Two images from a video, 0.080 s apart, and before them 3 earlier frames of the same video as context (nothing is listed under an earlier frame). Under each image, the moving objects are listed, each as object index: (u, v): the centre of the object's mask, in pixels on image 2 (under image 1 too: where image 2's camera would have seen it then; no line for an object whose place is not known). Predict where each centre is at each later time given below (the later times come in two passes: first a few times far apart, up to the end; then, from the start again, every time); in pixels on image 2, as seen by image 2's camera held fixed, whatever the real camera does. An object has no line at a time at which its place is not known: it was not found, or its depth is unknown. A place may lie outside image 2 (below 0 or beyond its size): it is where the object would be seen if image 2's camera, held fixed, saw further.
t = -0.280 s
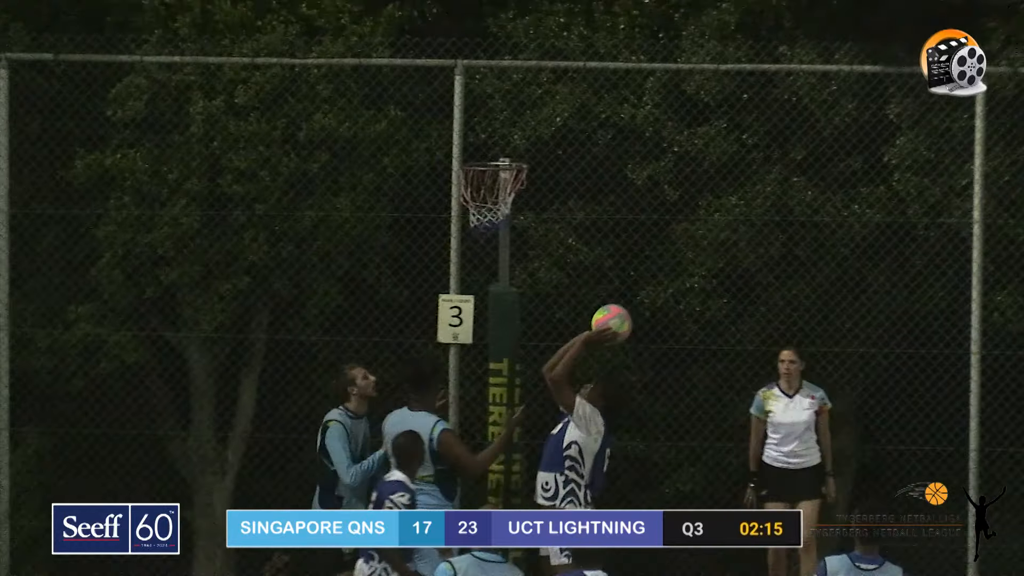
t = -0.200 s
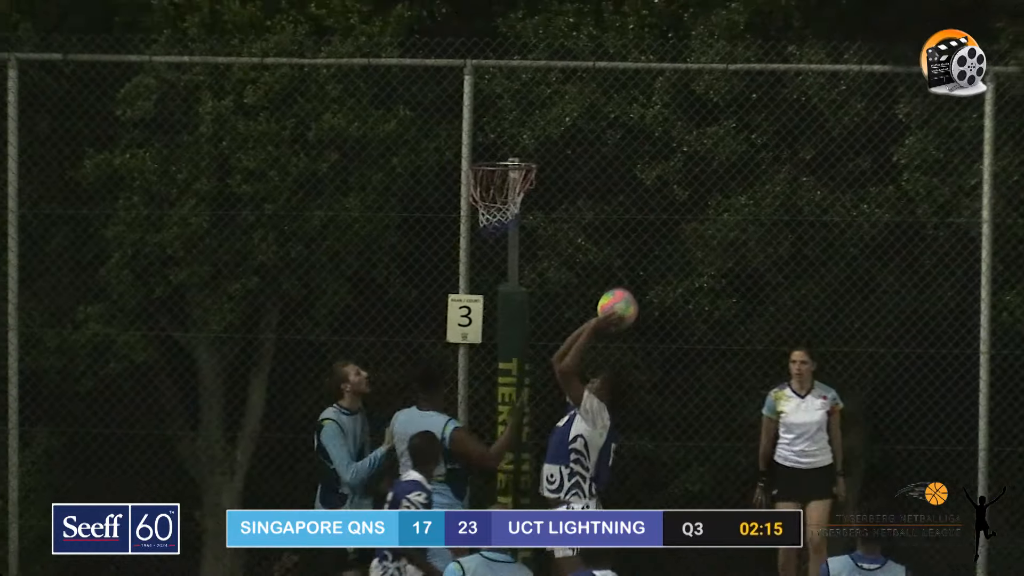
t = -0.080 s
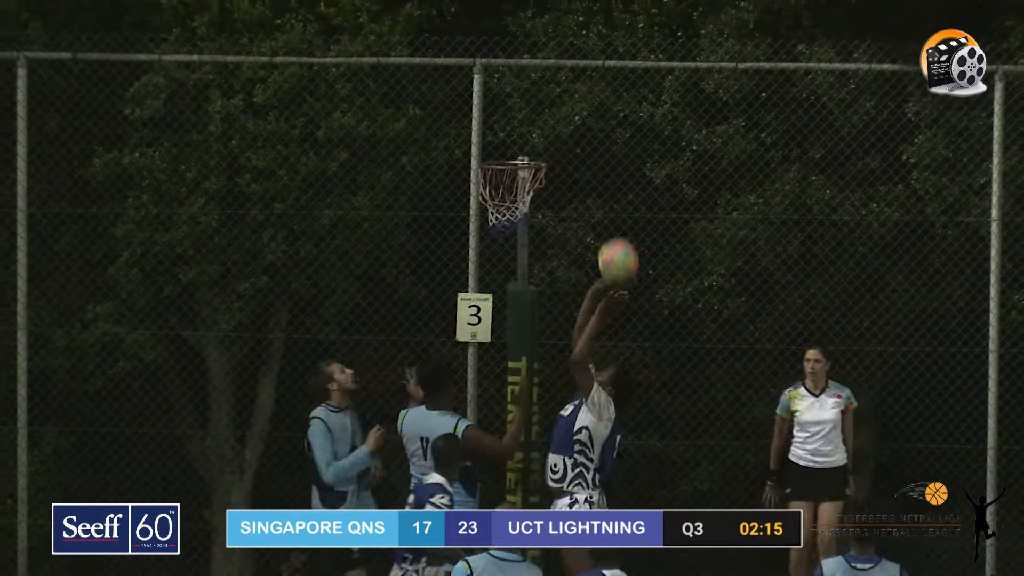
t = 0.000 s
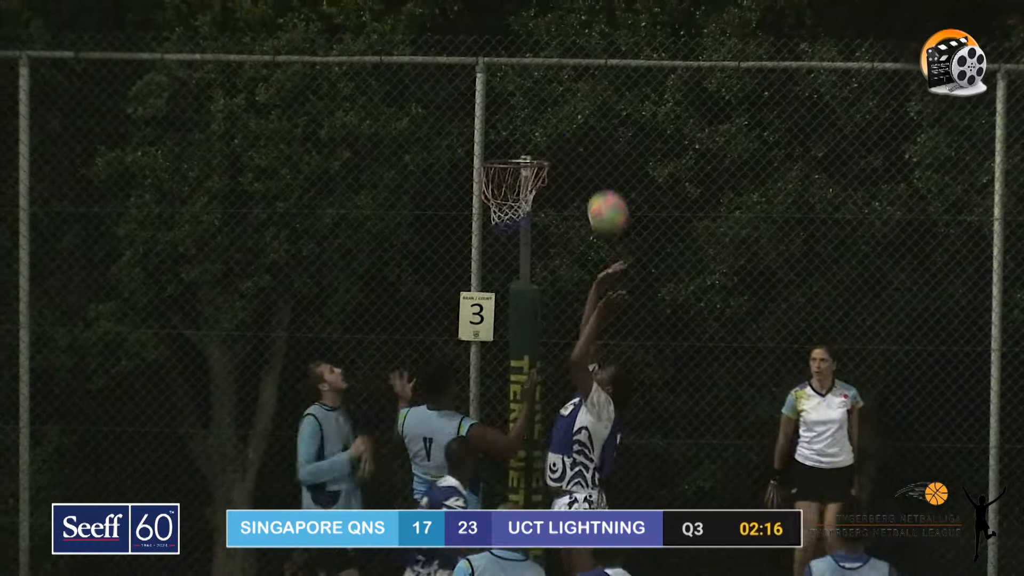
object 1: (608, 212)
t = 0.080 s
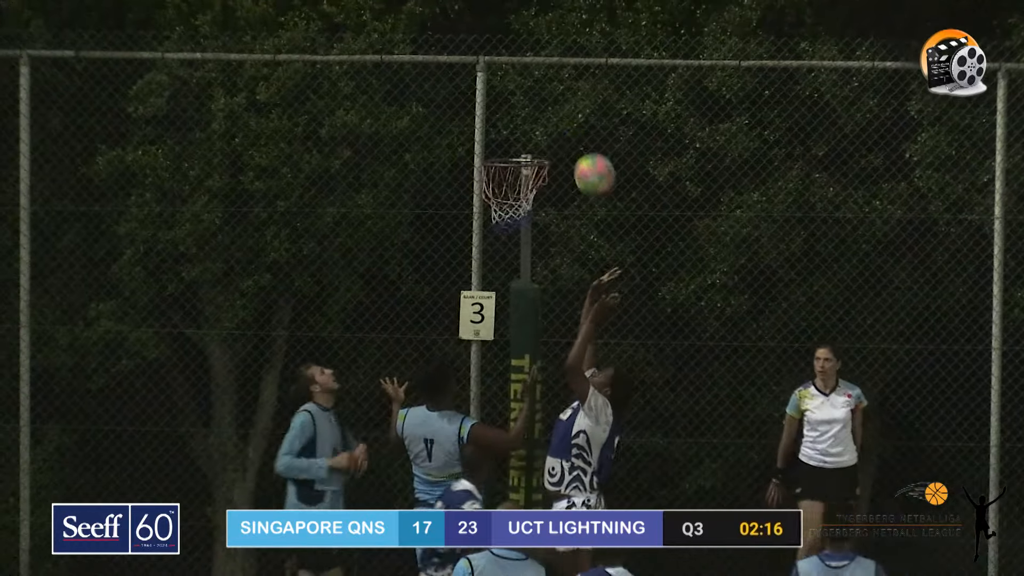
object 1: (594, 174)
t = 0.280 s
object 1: (559, 131)
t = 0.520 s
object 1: (514, 168)
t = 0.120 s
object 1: (588, 161)
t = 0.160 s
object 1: (580, 149)
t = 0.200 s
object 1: (574, 140)
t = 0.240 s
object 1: (566, 135)
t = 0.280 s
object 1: (559, 131)
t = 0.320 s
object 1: (552, 130)
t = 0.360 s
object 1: (544, 133)
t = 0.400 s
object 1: (537, 137)
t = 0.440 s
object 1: (530, 145)
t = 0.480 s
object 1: (522, 155)
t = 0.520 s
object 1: (514, 168)
